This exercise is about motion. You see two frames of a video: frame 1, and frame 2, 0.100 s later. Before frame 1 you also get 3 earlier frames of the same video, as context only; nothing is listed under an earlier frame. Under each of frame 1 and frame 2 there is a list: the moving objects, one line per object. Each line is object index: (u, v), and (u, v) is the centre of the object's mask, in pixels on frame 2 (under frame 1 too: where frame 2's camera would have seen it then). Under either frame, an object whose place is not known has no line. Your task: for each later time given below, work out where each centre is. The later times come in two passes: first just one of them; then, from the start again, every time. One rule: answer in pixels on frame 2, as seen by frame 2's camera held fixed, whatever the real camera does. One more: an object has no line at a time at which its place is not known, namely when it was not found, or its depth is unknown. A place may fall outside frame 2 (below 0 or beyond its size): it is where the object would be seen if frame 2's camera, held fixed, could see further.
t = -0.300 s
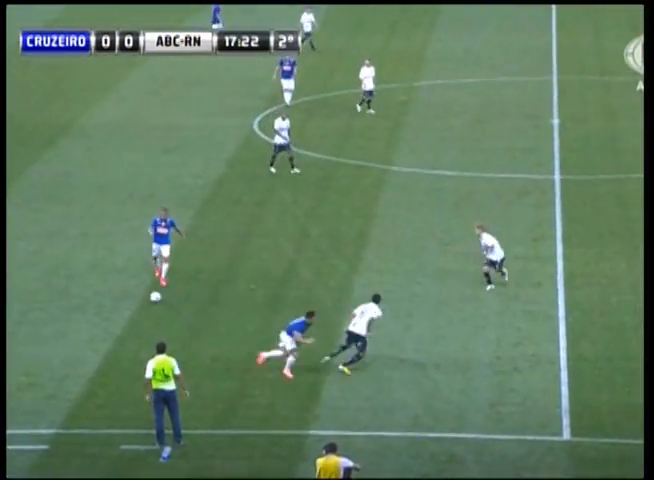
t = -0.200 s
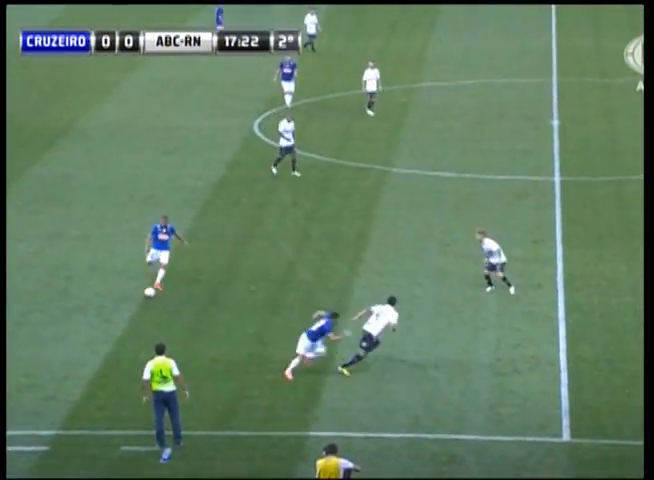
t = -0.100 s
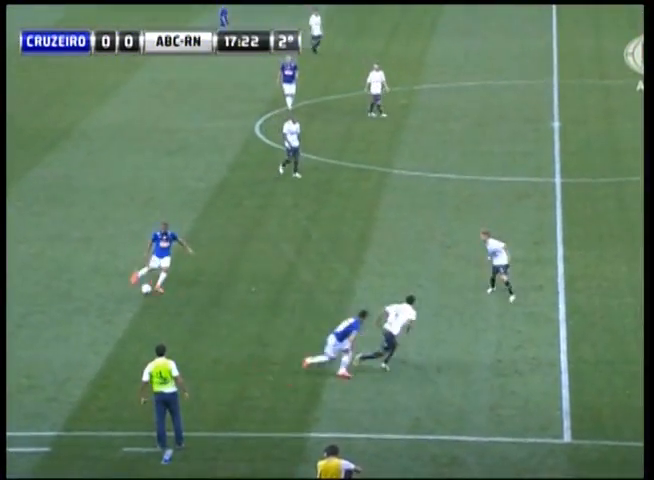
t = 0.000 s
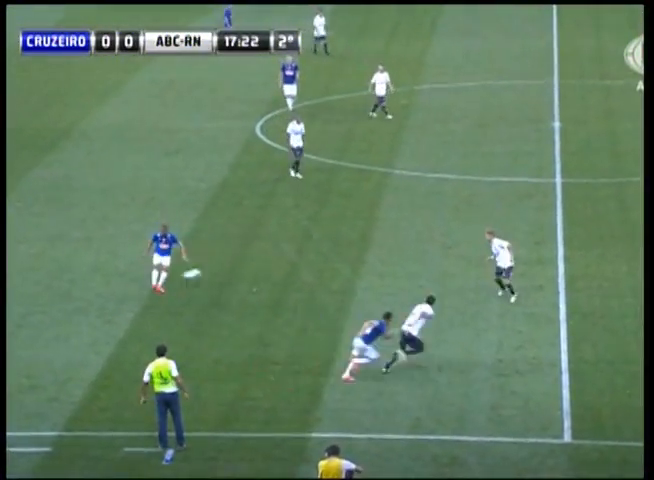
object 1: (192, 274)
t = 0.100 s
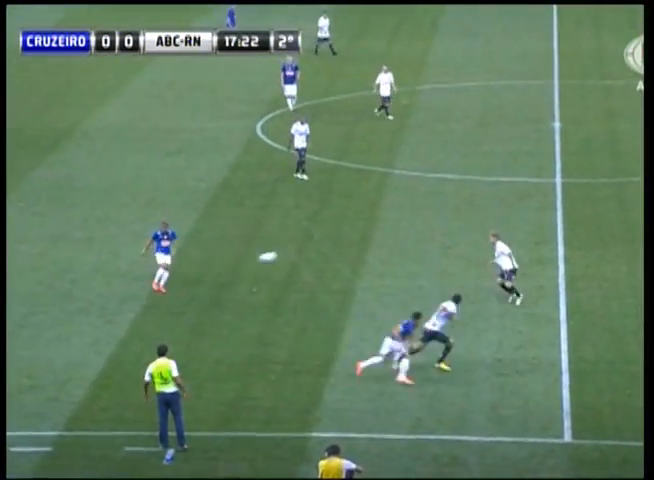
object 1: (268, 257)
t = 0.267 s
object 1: (394, 237)
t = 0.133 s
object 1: (293, 251)
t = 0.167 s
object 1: (318, 247)
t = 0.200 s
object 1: (344, 243)
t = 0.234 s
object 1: (369, 241)
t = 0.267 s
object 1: (394, 237)
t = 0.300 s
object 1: (420, 235)
